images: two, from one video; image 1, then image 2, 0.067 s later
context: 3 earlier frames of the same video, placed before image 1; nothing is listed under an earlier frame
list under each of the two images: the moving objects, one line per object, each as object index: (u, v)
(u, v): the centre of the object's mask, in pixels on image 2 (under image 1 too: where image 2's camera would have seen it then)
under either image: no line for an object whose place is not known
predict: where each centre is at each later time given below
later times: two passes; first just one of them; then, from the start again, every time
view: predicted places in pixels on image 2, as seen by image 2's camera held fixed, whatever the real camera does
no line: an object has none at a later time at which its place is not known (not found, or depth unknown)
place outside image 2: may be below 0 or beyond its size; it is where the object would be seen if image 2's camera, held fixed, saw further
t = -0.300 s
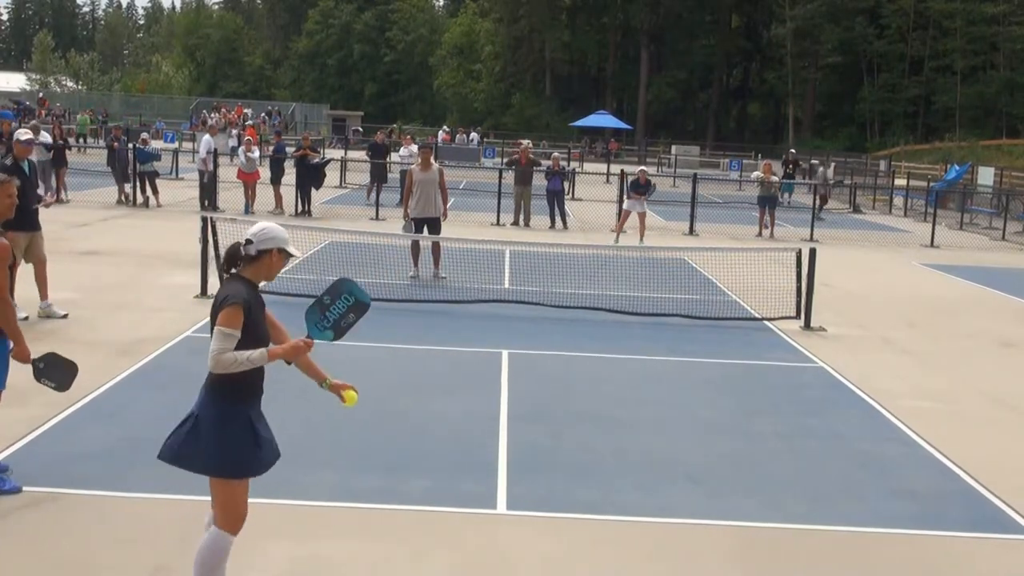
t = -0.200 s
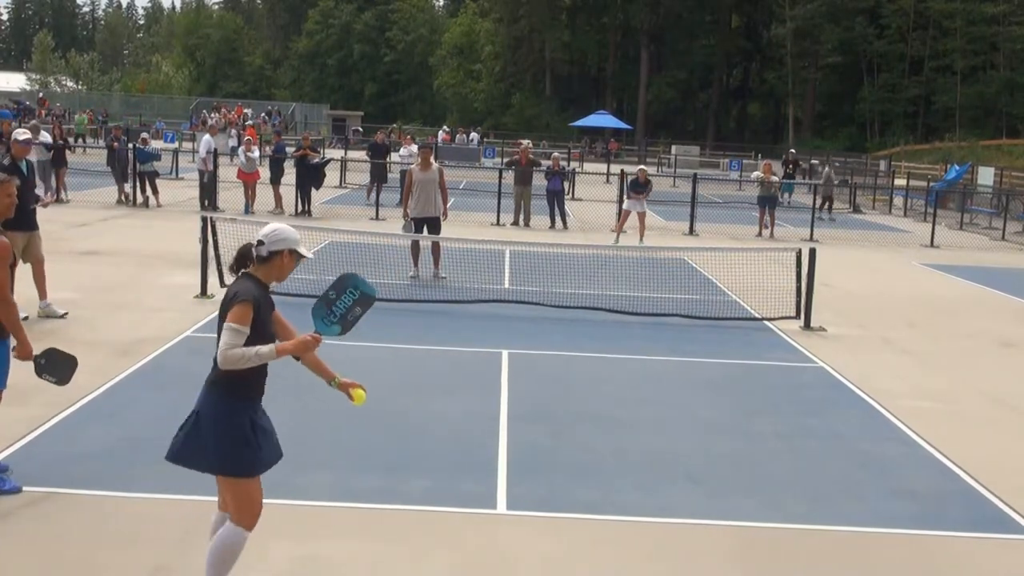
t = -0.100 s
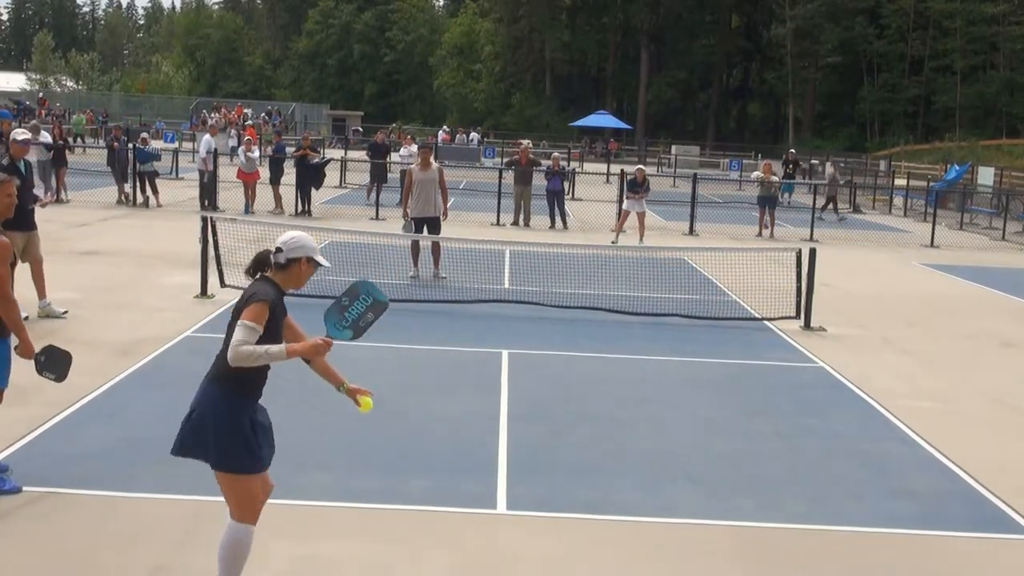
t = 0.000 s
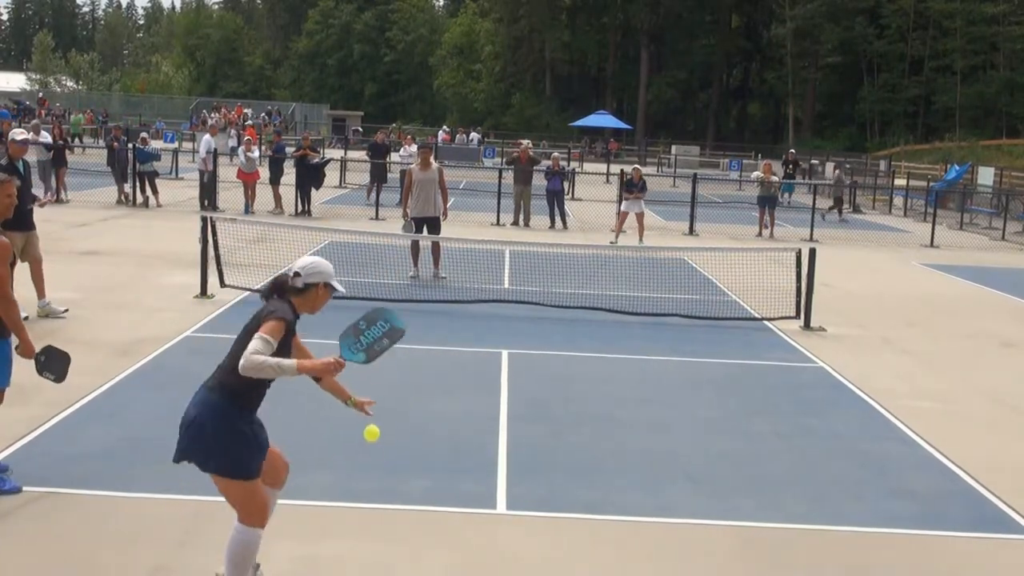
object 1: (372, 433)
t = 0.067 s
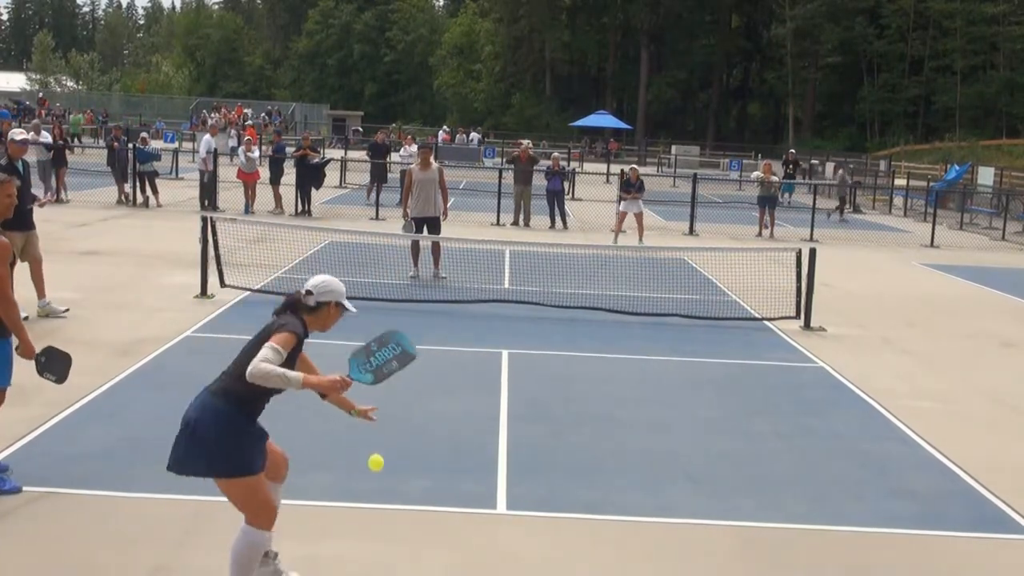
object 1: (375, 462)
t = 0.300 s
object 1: (389, 522)
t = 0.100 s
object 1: (378, 480)
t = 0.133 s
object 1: (380, 500)
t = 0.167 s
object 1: (382, 522)
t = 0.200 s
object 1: (384, 546)
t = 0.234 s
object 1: (386, 554)
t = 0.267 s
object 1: (388, 537)
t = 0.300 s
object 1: (389, 522)
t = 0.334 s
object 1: (391, 509)
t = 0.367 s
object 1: (393, 498)
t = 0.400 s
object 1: (395, 490)
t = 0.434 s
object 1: (397, 483)
